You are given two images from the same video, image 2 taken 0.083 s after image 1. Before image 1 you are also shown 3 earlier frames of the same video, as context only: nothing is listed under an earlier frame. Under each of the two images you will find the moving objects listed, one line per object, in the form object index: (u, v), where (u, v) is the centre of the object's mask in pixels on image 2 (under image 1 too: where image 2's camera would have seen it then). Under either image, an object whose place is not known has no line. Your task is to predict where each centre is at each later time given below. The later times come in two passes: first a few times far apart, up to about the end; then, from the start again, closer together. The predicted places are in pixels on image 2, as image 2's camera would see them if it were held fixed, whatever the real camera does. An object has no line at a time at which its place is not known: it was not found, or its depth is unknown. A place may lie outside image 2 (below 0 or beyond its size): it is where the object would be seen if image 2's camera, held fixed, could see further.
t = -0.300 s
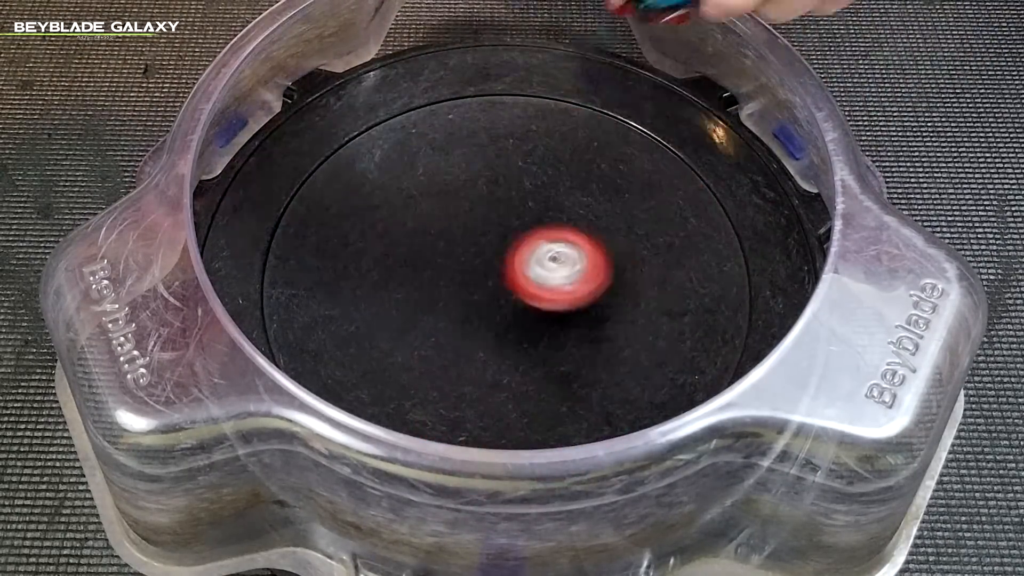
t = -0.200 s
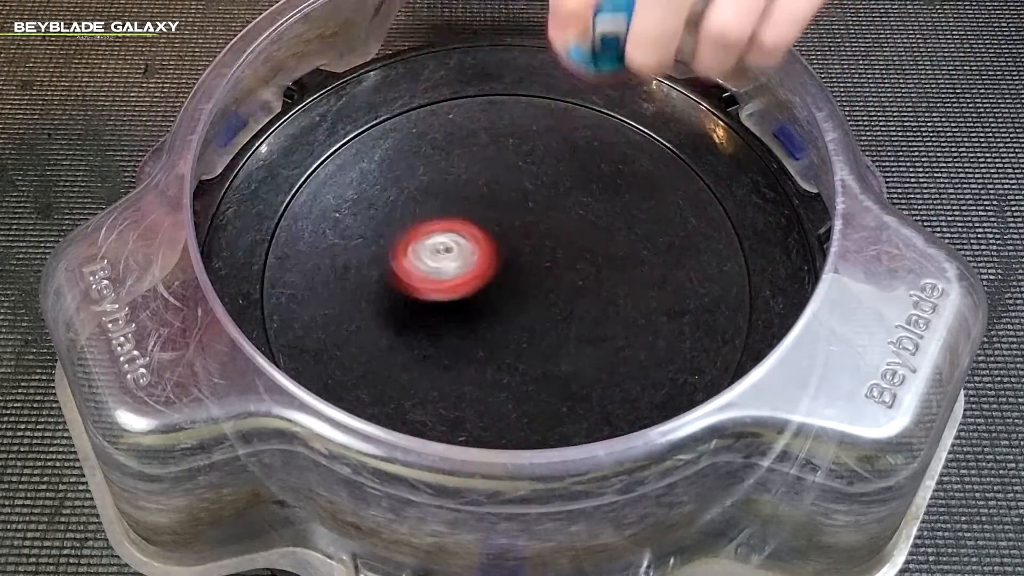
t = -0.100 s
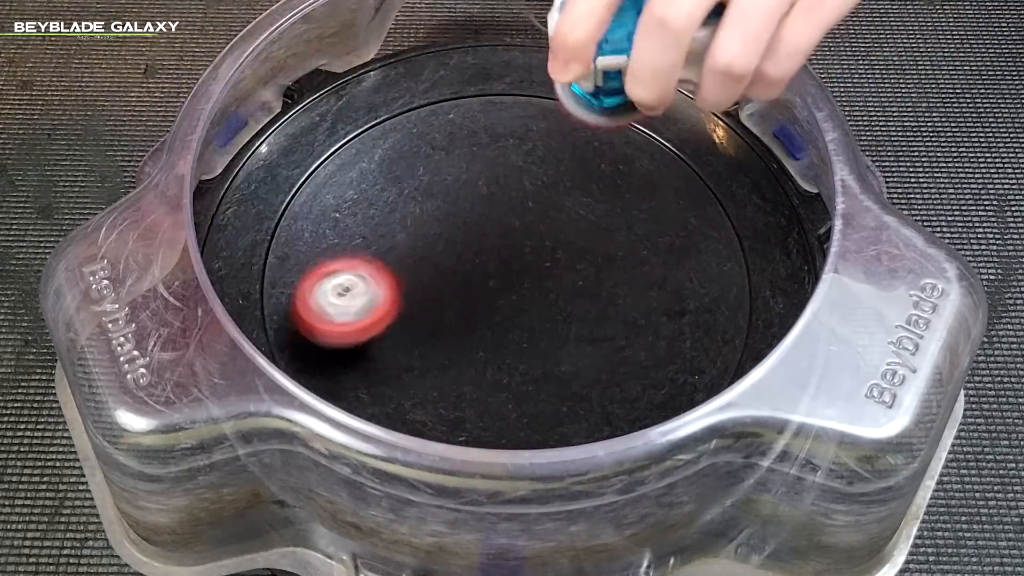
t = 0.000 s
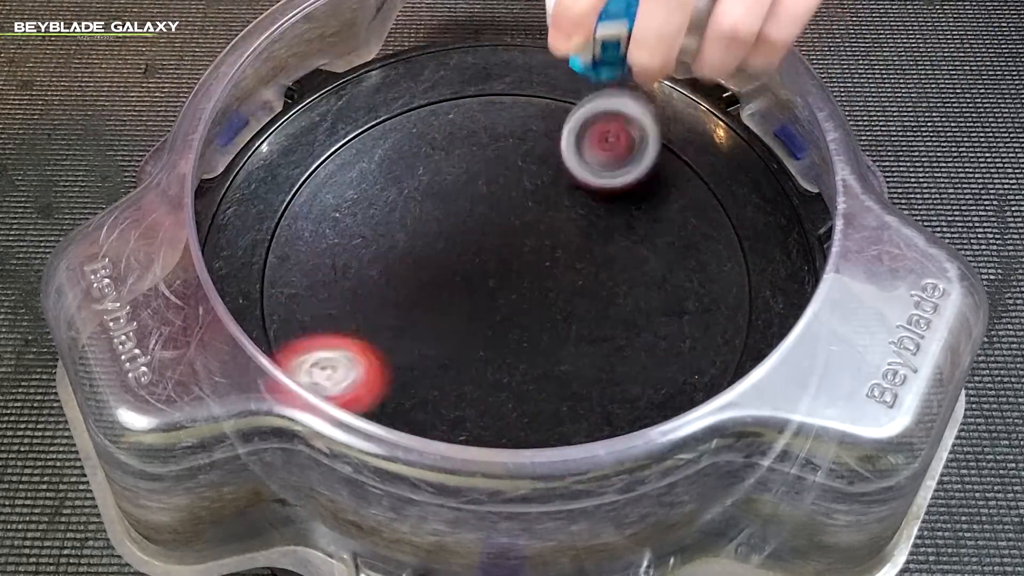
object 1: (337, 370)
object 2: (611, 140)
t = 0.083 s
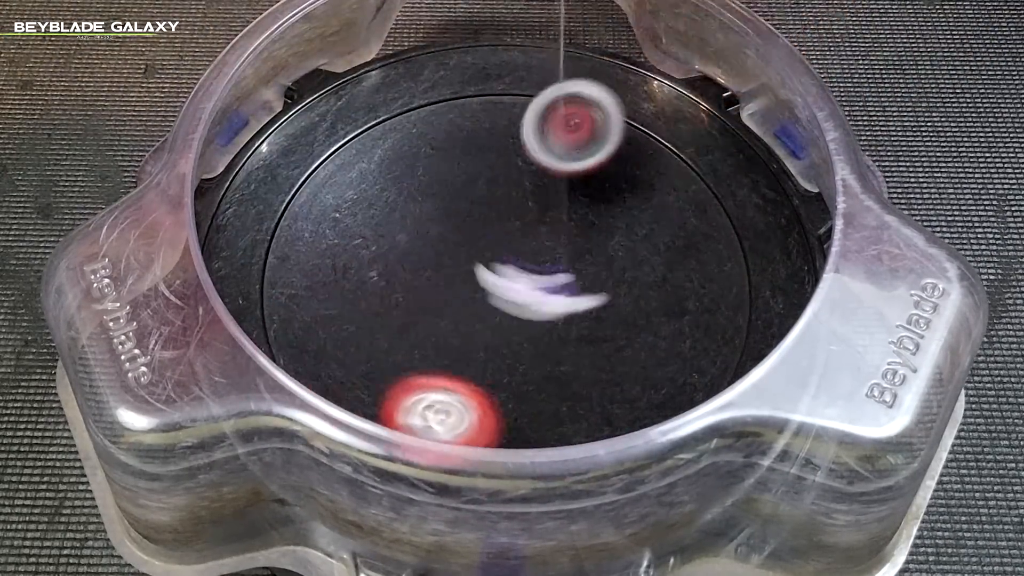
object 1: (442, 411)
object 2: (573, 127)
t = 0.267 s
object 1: (642, 315)
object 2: (492, 215)
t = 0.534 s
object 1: (398, 89)
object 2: (467, 290)
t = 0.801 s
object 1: (377, 385)
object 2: (472, 294)
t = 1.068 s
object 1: (699, 205)
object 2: (462, 215)
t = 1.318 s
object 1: (424, 88)
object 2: (445, 240)
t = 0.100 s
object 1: (464, 415)
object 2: (565, 133)
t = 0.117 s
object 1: (488, 418)
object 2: (556, 144)
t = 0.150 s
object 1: (536, 415)
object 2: (540, 152)
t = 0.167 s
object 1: (558, 410)
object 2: (533, 155)
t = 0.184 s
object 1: (579, 402)
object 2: (526, 161)
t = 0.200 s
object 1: (598, 391)
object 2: (517, 171)
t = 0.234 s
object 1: (626, 357)
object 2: (501, 202)
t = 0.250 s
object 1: (636, 336)
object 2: (495, 215)
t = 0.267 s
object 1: (642, 315)
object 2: (492, 215)
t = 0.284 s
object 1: (644, 294)
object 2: (488, 217)
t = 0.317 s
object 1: (641, 252)
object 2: (482, 235)
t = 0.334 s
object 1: (634, 231)
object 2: (479, 250)
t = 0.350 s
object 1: (625, 211)
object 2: (476, 267)
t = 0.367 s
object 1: (613, 192)
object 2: (473, 289)
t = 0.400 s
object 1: (582, 160)
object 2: (468, 332)
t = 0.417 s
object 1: (564, 146)
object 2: (468, 318)
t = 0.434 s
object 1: (545, 133)
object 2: (467, 305)
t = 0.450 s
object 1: (524, 121)
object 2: (467, 295)
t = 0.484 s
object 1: (476, 102)
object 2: (466, 283)
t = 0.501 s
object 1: (449, 95)
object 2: (467, 282)
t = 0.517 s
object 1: (422, 90)
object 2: (467, 284)
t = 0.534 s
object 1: (398, 89)
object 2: (467, 290)
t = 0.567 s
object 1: (358, 111)
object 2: (469, 313)
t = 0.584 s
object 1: (340, 129)
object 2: (470, 329)
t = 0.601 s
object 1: (325, 147)
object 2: (471, 348)
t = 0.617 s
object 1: (312, 166)
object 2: (472, 370)
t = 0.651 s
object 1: (287, 201)
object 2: (473, 348)
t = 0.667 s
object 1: (283, 224)
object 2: (472, 328)
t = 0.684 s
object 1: (281, 247)
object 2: (472, 313)
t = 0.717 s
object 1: (285, 294)
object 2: (471, 290)
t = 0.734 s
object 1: (295, 316)
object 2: (471, 284)
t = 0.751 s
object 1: (310, 336)
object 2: (471, 282)
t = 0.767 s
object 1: (329, 355)
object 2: (471, 282)
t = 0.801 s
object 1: (377, 385)
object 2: (472, 294)
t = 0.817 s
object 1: (404, 395)
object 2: (472, 300)
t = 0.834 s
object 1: (434, 403)
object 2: (473, 290)
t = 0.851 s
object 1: (466, 407)
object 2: (472, 282)
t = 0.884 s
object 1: (526, 407)
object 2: (471, 274)
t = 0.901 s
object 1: (556, 402)
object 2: (471, 271)
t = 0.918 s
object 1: (585, 392)
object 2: (470, 265)
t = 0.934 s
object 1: (610, 377)
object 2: (469, 258)
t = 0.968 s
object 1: (652, 343)
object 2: (465, 235)
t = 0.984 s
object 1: (668, 321)
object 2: (464, 228)
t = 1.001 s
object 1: (680, 299)
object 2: (462, 225)
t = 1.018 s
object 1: (690, 277)
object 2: (460, 225)
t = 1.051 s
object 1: (700, 228)
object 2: (461, 218)
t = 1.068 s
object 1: (699, 205)
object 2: (462, 215)
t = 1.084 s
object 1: (697, 182)
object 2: (463, 215)
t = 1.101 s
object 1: (692, 159)
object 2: (463, 210)
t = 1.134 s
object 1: (669, 120)
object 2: (462, 209)
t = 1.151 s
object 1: (647, 110)
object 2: (462, 211)
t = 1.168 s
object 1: (624, 102)
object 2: (461, 211)
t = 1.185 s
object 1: (604, 93)
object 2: (460, 214)
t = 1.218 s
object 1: (561, 80)
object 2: (456, 216)
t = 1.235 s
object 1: (536, 82)
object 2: (453, 216)
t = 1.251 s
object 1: (513, 82)
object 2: (451, 221)
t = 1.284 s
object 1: (467, 82)
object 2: (448, 231)
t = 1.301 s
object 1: (445, 84)
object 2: (447, 236)
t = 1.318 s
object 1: (424, 88)
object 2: (445, 240)
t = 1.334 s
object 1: (403, 96)
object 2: (444, 243)
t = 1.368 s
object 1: (368, 119)
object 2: (442, 255)
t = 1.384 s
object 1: (353, 134)
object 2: (440, 257)
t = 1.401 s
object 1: (340, 153)
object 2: (438, 261)
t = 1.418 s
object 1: (332, 171)
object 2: (437, 268)
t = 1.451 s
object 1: (324, 215)
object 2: (439, 274)
